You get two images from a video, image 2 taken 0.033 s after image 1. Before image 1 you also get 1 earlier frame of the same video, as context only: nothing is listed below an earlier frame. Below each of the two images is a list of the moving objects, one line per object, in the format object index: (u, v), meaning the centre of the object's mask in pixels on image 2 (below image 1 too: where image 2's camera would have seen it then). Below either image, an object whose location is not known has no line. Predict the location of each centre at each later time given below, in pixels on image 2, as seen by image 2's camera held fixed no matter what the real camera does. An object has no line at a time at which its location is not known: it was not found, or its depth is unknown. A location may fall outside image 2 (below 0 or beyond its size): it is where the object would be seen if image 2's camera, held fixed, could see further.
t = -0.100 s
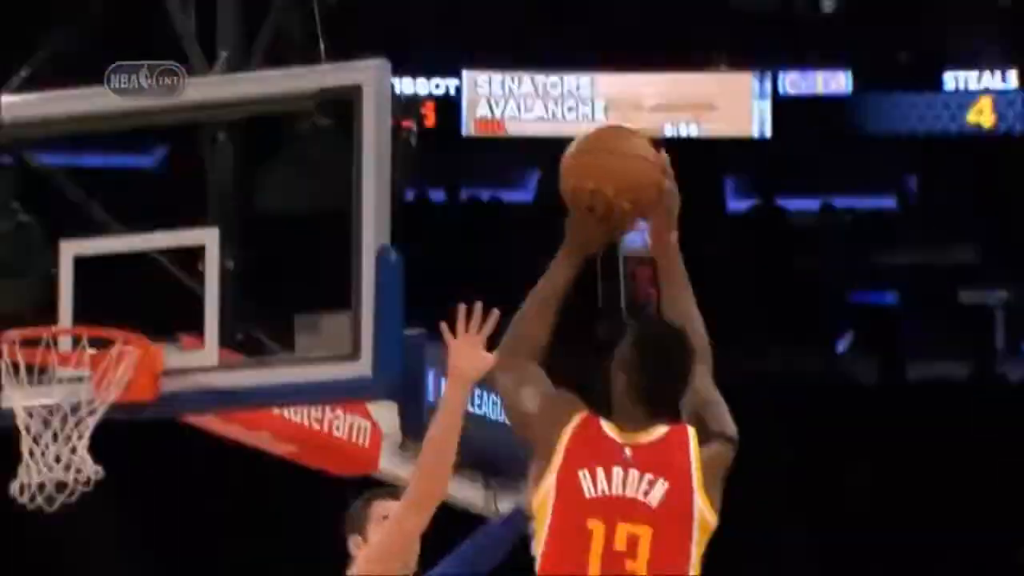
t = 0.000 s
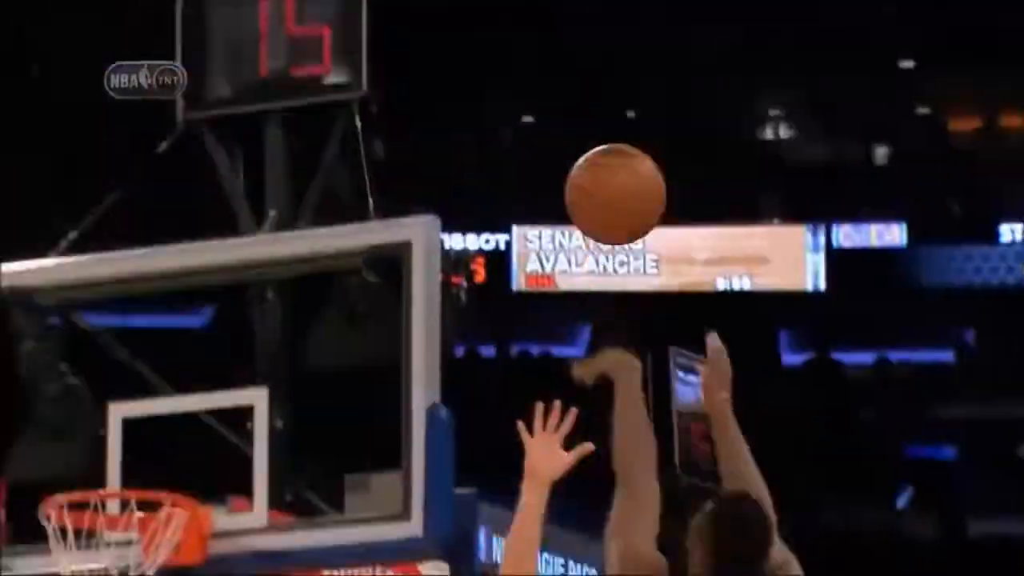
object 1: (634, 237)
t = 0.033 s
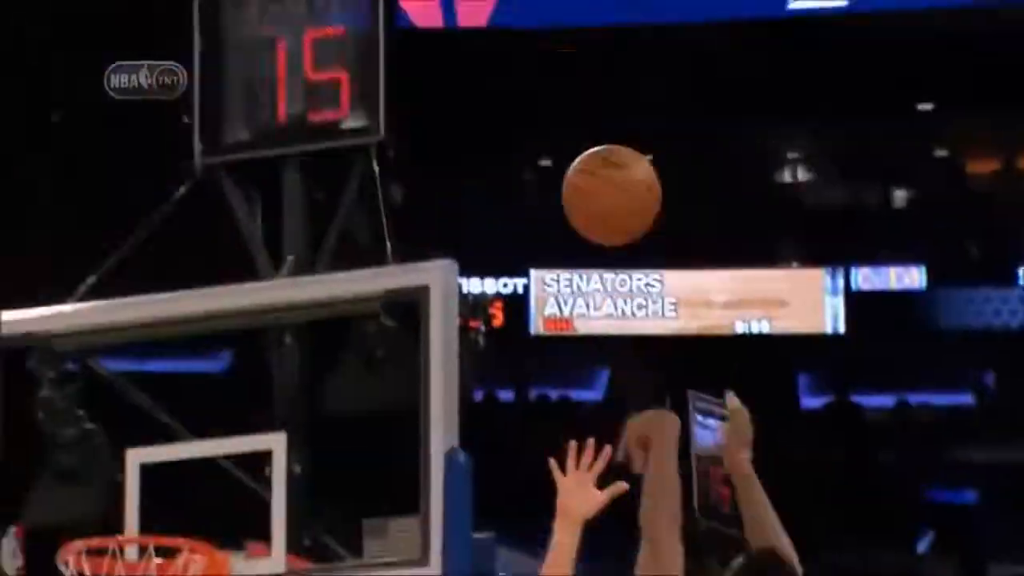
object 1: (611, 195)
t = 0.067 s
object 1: (592, 162)
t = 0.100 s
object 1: (571, 127)
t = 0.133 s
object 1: (552, 98)
